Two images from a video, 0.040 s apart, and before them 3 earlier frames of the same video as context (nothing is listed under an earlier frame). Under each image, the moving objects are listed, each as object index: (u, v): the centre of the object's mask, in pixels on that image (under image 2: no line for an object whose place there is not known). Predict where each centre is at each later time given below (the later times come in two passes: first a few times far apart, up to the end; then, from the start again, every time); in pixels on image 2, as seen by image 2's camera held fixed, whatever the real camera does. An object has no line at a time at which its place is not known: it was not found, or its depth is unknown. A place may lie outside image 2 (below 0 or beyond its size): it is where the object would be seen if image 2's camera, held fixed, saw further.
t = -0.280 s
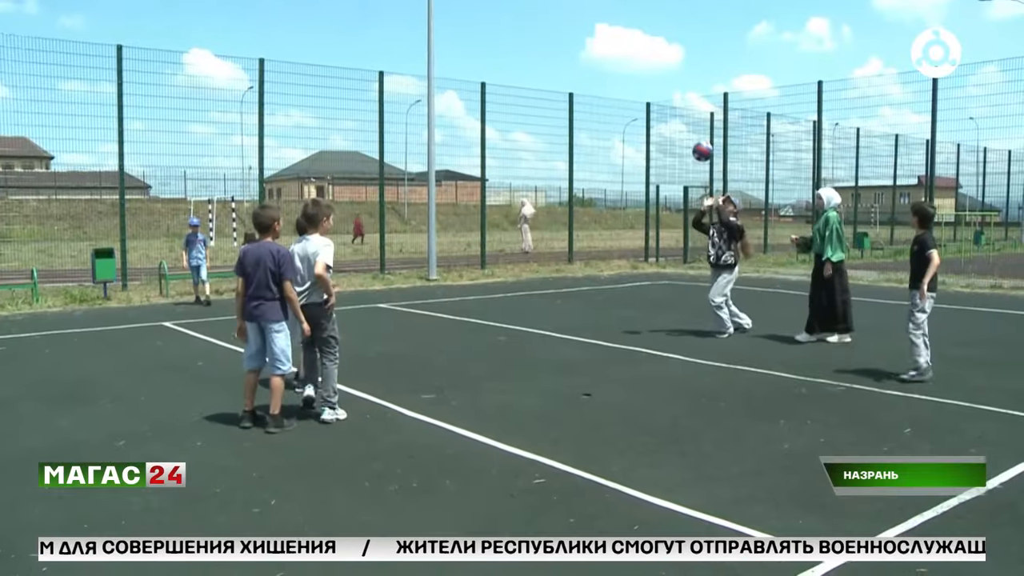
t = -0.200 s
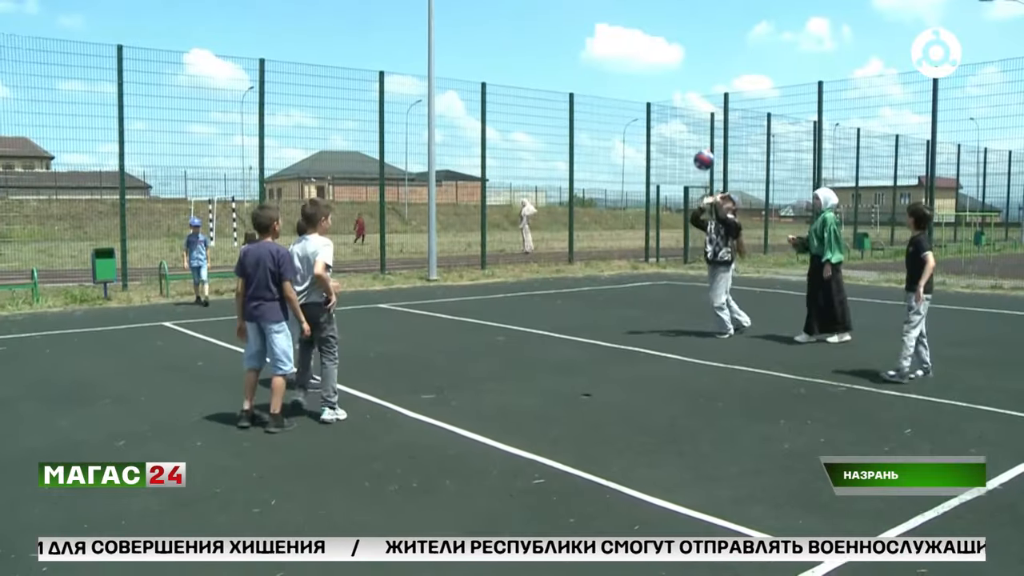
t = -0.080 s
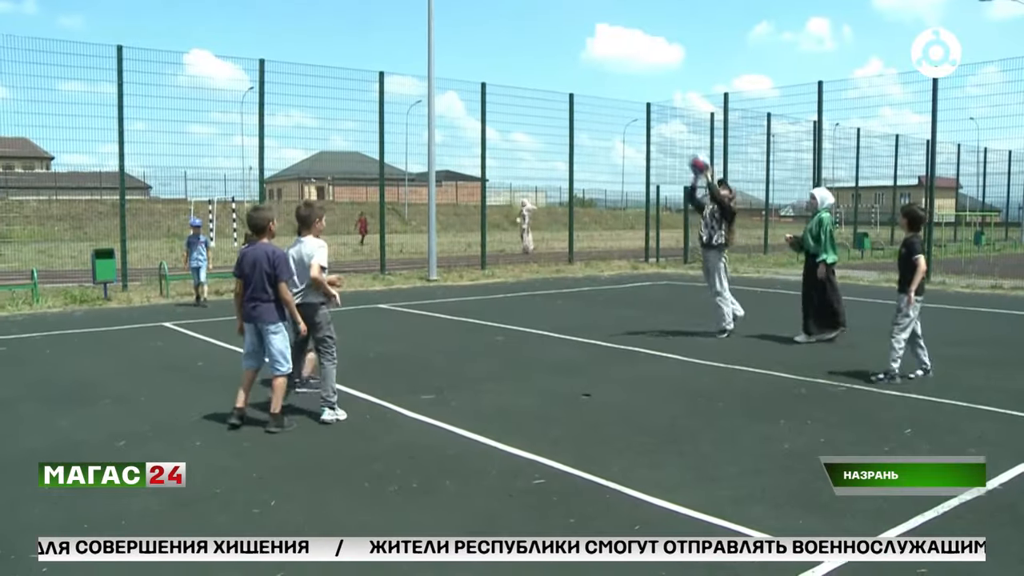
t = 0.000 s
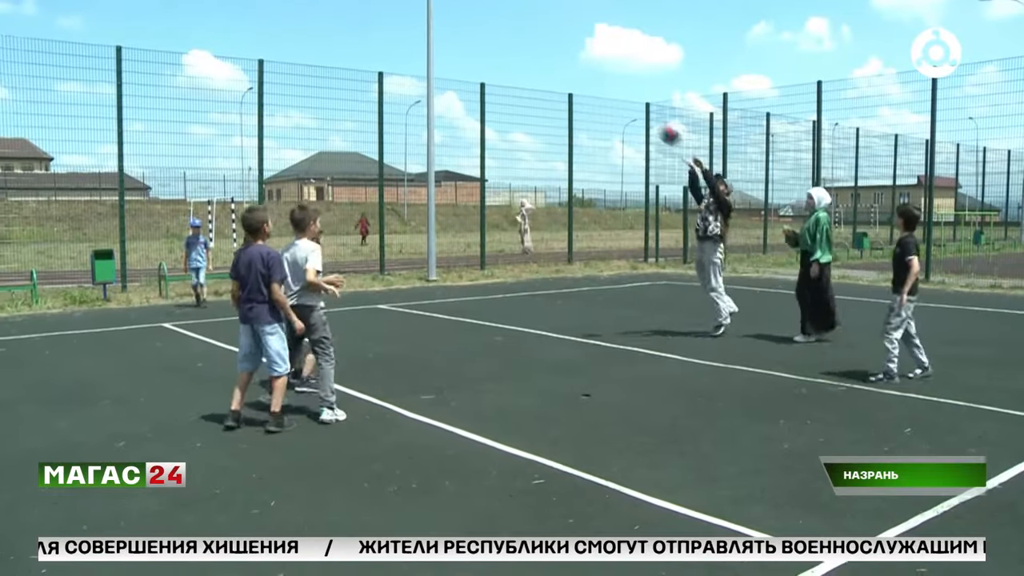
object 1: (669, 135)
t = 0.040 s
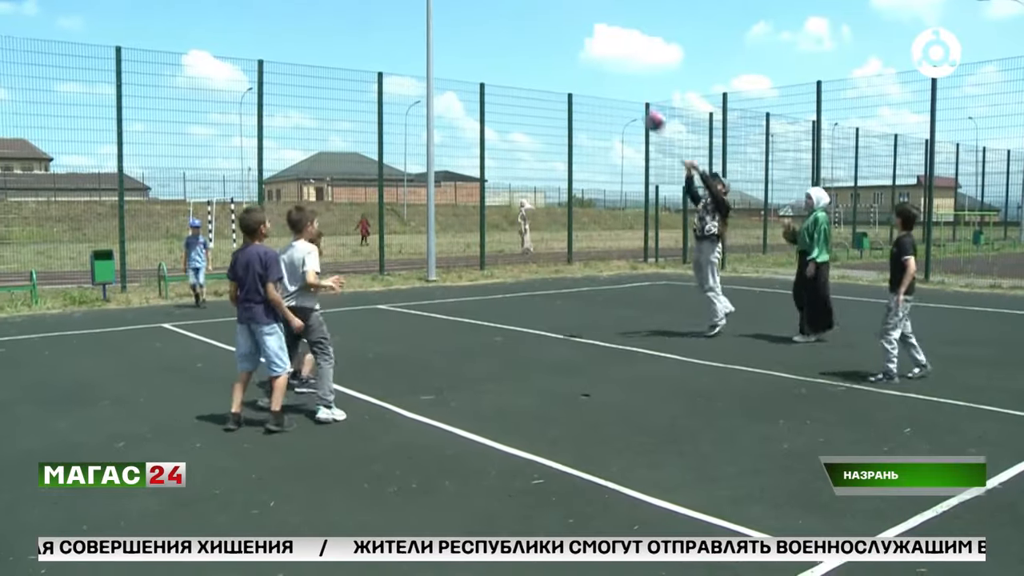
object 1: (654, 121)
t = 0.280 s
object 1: (555, 71)
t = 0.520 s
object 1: (444, 81)
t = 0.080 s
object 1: (638, 109)
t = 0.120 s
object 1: (622, 99)
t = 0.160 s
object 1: (606, 90)
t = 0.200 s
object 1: (590, 82)
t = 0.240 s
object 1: (573, 76)
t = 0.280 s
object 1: (555, 71)
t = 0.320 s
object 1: (538, 68)
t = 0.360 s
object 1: (520, 67)
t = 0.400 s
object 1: (501, 68)
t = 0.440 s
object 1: (482, 70)
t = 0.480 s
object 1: (462, 75)
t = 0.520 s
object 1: (444, 81)
